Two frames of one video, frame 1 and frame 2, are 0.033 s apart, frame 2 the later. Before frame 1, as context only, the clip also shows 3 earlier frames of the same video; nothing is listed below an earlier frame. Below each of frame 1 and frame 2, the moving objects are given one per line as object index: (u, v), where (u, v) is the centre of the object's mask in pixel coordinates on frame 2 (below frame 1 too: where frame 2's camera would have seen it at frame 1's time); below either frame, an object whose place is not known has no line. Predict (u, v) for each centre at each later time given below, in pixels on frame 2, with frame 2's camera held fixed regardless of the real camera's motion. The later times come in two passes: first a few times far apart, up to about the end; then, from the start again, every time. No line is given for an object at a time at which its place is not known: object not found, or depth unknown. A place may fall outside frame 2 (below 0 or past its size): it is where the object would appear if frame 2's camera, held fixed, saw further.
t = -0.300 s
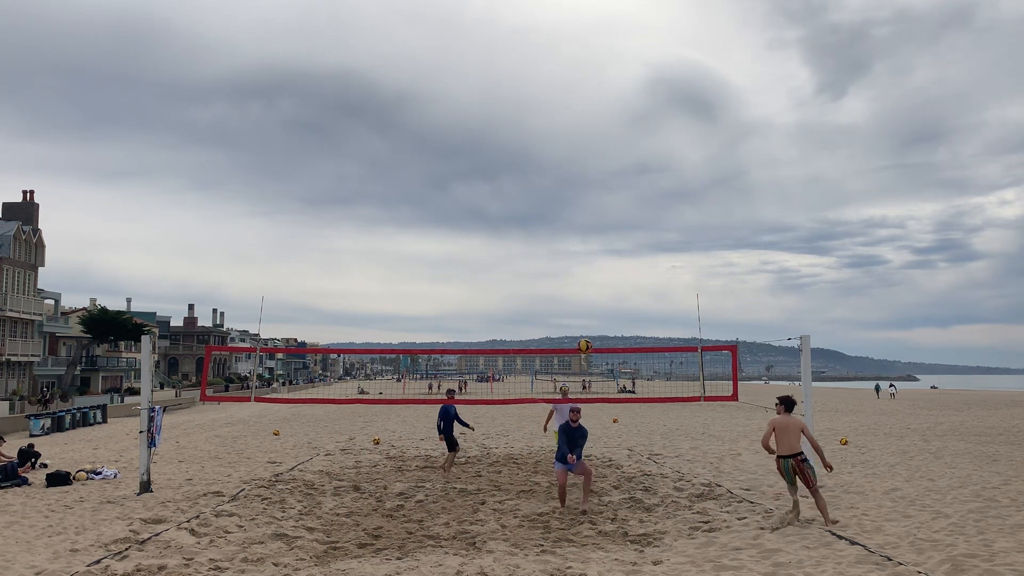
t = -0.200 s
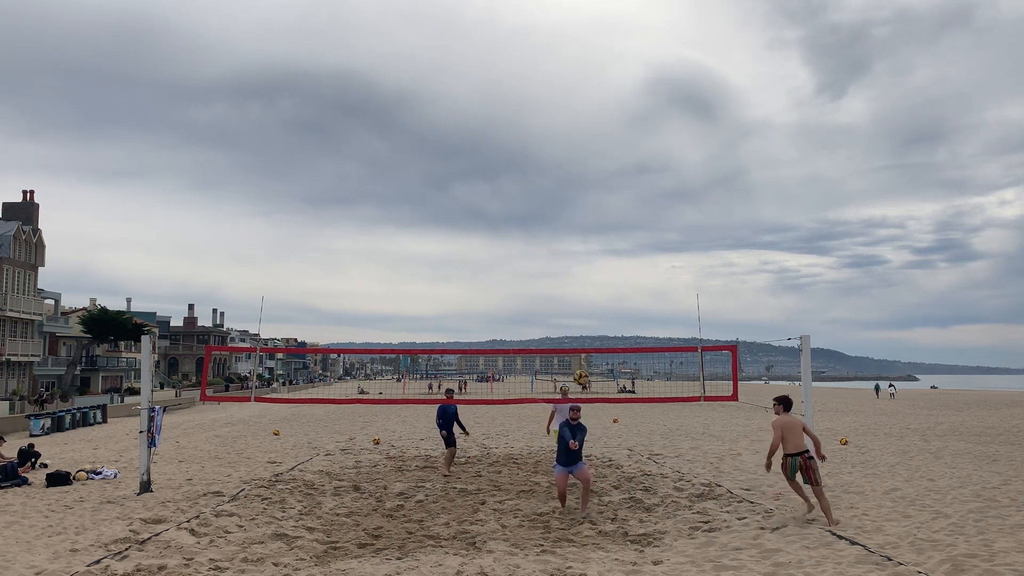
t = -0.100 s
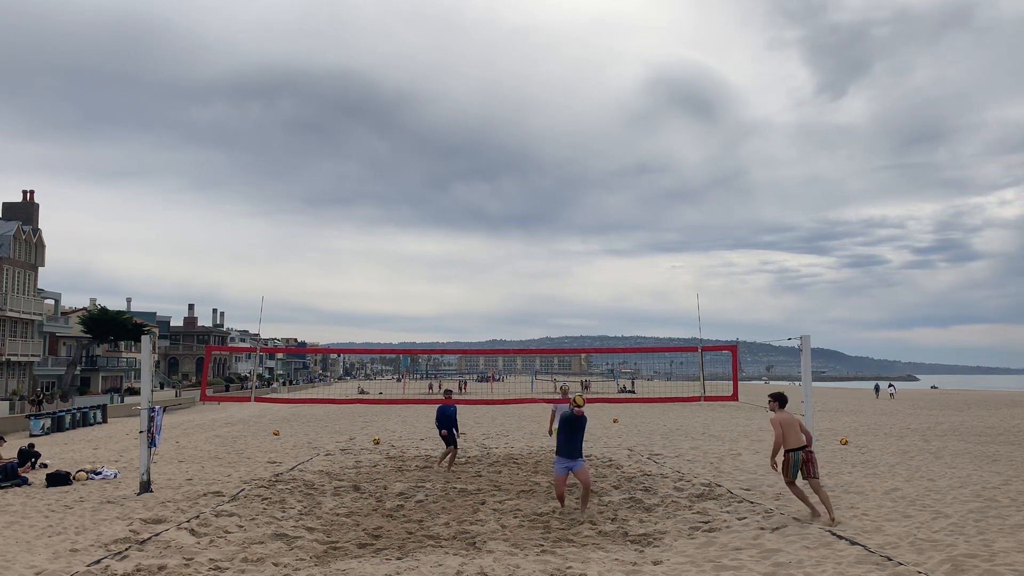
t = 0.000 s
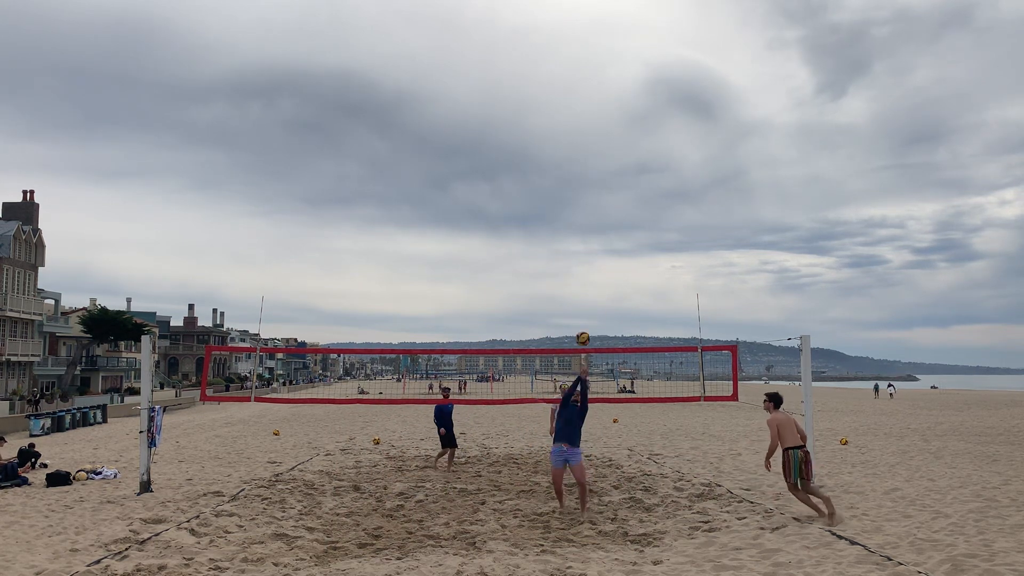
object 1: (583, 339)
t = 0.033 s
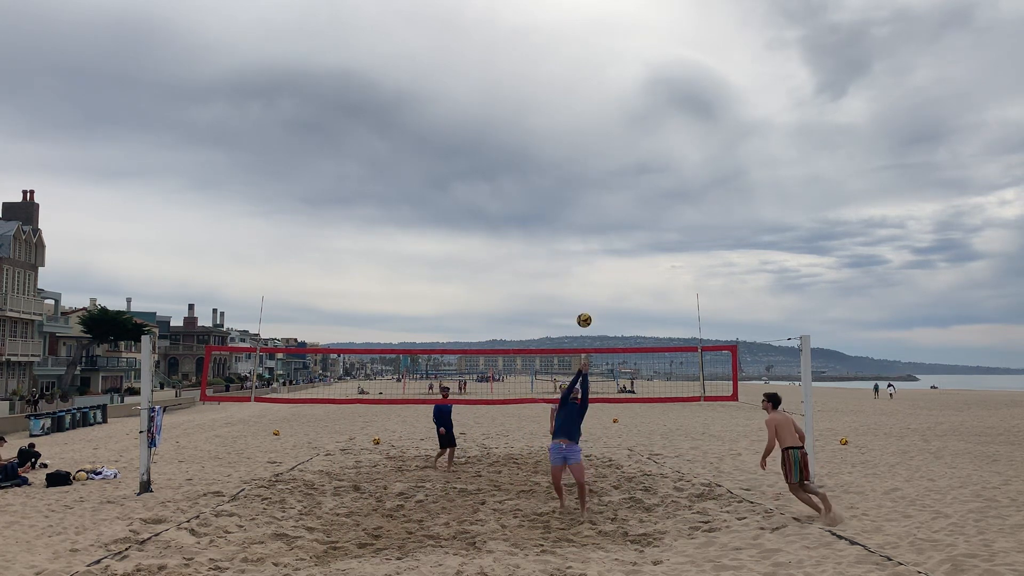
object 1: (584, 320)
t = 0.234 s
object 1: (591, 230)
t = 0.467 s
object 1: (598, 166)
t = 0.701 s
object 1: (604, 140)
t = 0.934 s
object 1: (609, 149)
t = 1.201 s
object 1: (615, 196)
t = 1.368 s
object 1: (618, 244)
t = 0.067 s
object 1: (585, 302)
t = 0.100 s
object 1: (586, 286)
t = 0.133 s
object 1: (587, 271)
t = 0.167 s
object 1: (589, 256)
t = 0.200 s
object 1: (590, 243)
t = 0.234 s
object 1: (591, 230)
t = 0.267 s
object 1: (592, 218)
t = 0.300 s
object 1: (593, 207)
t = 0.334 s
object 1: (595, 197)
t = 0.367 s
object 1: (596, 188)
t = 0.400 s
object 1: (596, 180)
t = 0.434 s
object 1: (597, 172)
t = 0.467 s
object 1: (598, 166)
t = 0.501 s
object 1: (599, 160)
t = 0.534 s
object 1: (600, 155)
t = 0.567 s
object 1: (601, 150)
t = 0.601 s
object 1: (602, 147)
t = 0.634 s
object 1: (603, 144)
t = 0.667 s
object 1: (603, 142)
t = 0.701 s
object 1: (604, 140)
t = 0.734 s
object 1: (605, 140)
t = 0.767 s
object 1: (606, 139)
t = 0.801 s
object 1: (606, 140)
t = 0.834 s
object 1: (607, 141)
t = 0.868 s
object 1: (608, 143)
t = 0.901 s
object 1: (609, 145)
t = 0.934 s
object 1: (609, 149)
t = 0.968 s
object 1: (610, 152)
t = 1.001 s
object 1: (611, 157)
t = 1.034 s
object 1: (612, 162)
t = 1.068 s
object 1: (612, 168)
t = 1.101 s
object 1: (613, 174)
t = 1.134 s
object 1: (613, 181)
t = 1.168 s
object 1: (614, 188)
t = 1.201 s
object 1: (615, 196)
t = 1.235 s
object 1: (616, 204)
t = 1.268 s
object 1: (616, 213)
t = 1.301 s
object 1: (617, 223)
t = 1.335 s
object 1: (617, 233)
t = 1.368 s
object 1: (618, 244)
